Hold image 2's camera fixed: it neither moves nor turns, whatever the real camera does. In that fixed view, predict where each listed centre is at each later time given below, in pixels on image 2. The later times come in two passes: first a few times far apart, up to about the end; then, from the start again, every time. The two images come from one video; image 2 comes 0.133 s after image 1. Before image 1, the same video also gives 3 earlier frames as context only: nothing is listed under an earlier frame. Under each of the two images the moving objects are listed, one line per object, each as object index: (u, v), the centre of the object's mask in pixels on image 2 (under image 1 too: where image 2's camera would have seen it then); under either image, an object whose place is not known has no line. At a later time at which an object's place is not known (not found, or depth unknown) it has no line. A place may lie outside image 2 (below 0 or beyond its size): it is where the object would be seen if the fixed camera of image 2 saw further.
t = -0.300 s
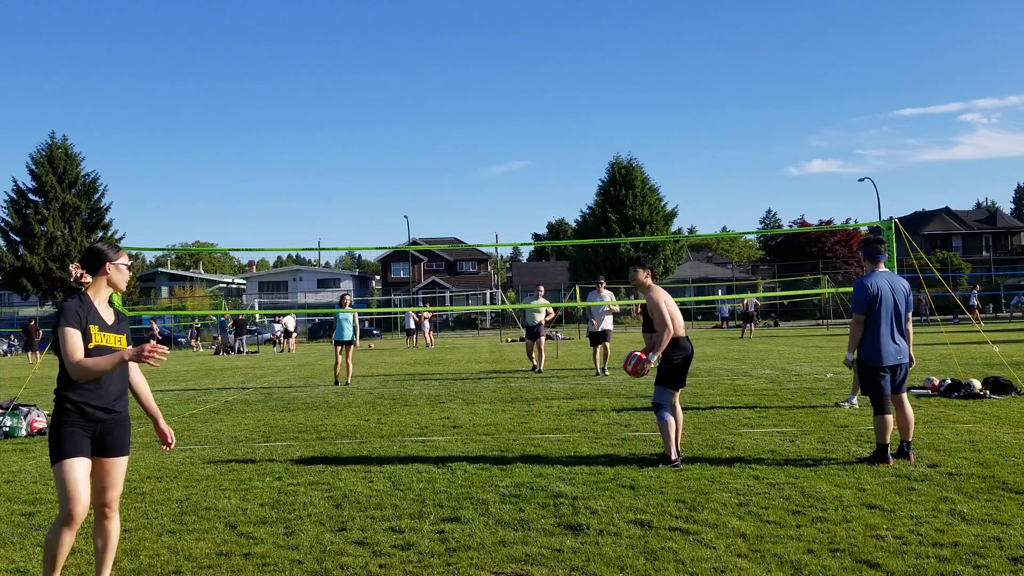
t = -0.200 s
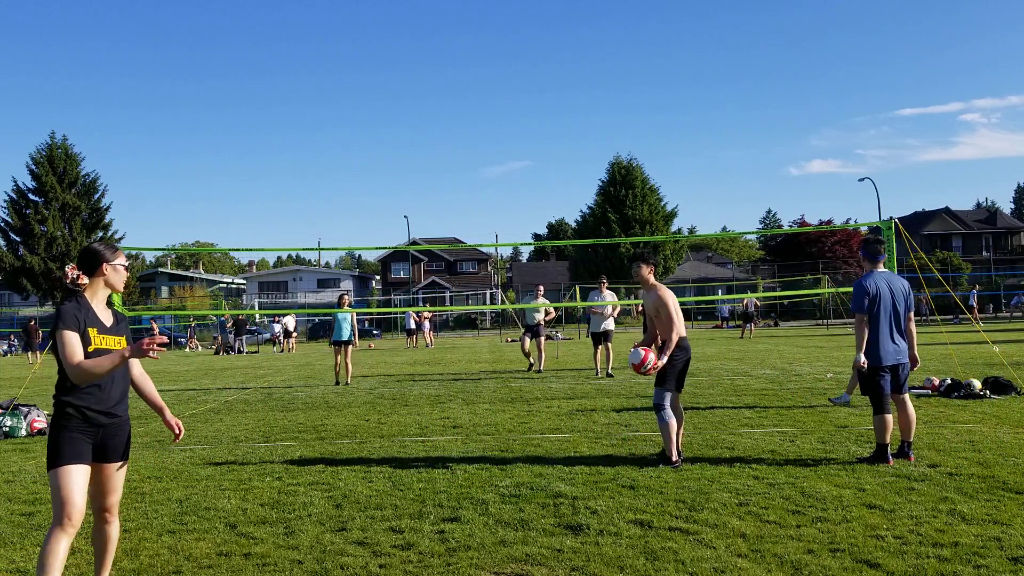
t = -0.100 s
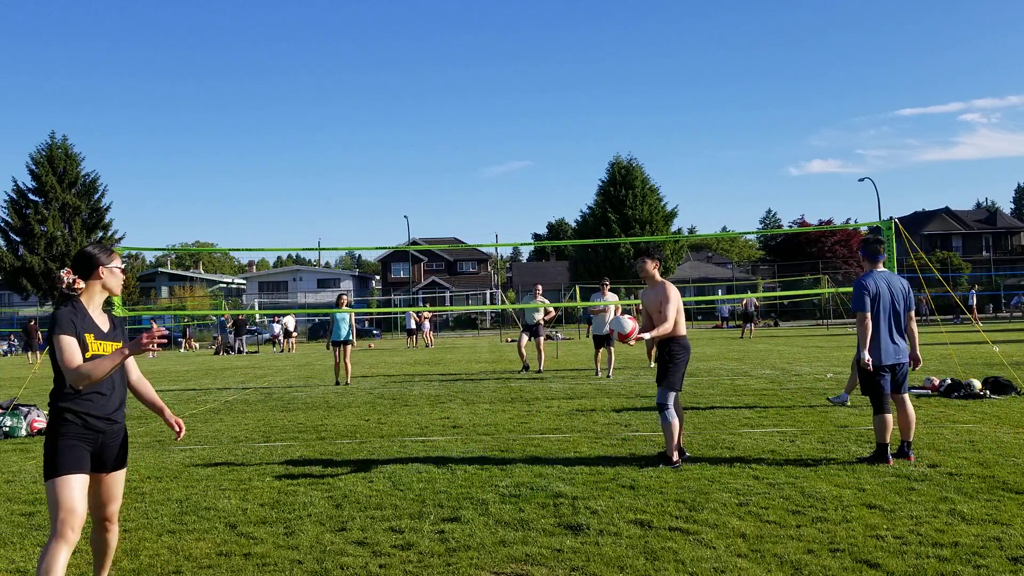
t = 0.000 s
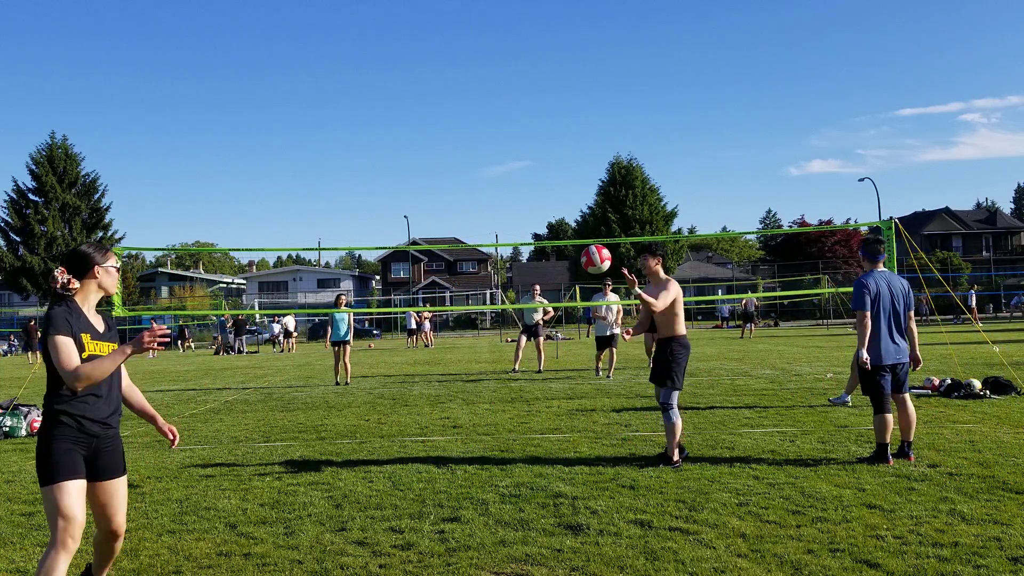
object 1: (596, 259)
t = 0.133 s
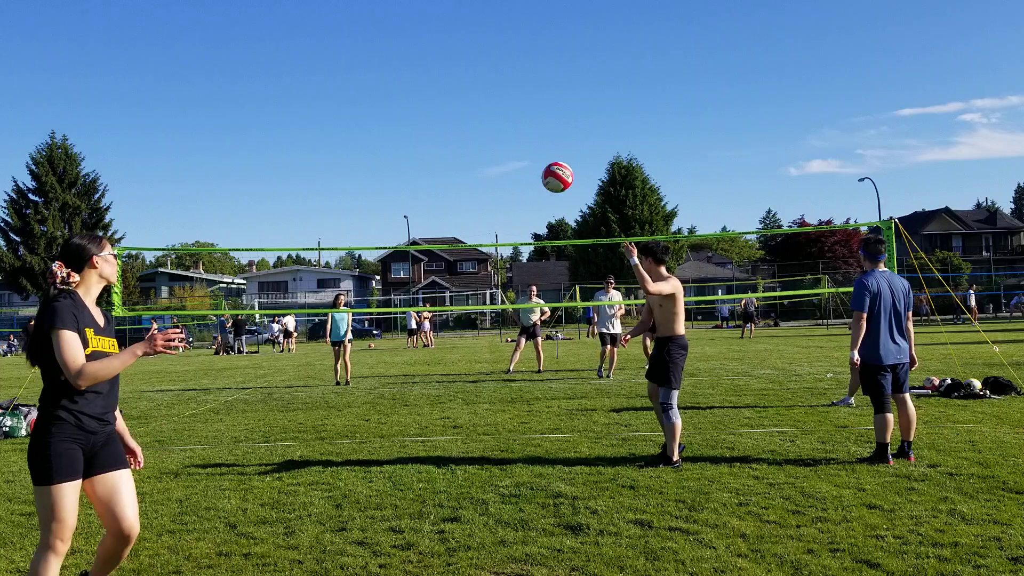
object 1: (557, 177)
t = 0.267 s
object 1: (515, 111)
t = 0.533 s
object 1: (418, 41)
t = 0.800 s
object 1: (292, 90)
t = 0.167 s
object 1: (547, 159)
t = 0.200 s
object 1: (537, 142)
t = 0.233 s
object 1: (527, 126)
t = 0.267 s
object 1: (515, 111)
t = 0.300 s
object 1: (504, 97)
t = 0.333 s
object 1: (493, 85)
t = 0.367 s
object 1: (481, 74)
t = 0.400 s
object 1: (469, 64)
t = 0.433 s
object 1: (457, 56)
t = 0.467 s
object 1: (444, 50)
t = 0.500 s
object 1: (431, 45)
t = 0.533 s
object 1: (418, 41)
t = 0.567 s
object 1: (404, 39)
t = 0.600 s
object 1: (390, 40)
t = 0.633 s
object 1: (375, 42)
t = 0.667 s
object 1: (359, 47)
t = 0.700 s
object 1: (343, 54)
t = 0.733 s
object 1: (327, 64)
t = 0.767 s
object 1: (310, 75)
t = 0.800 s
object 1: (292, 90)
